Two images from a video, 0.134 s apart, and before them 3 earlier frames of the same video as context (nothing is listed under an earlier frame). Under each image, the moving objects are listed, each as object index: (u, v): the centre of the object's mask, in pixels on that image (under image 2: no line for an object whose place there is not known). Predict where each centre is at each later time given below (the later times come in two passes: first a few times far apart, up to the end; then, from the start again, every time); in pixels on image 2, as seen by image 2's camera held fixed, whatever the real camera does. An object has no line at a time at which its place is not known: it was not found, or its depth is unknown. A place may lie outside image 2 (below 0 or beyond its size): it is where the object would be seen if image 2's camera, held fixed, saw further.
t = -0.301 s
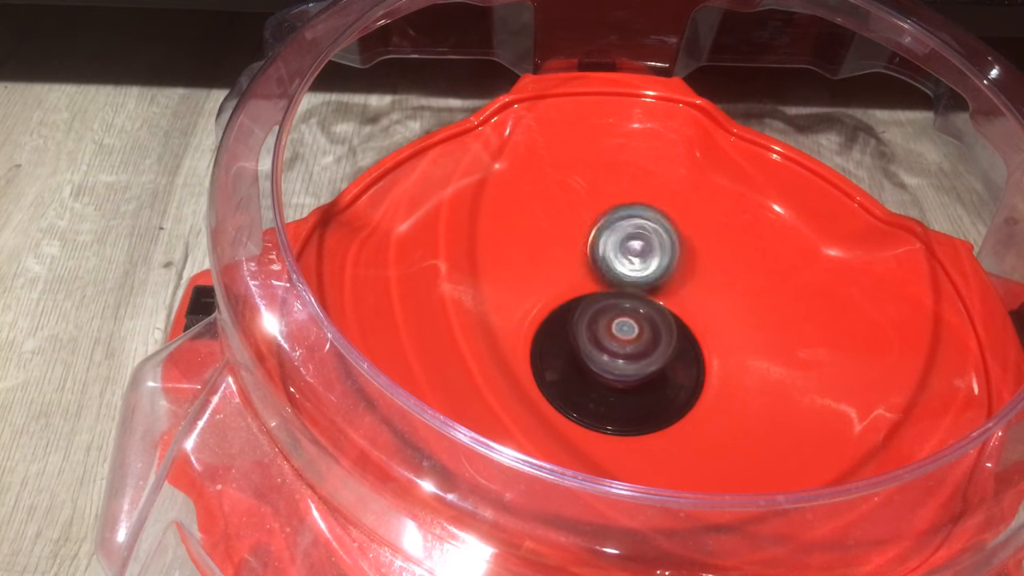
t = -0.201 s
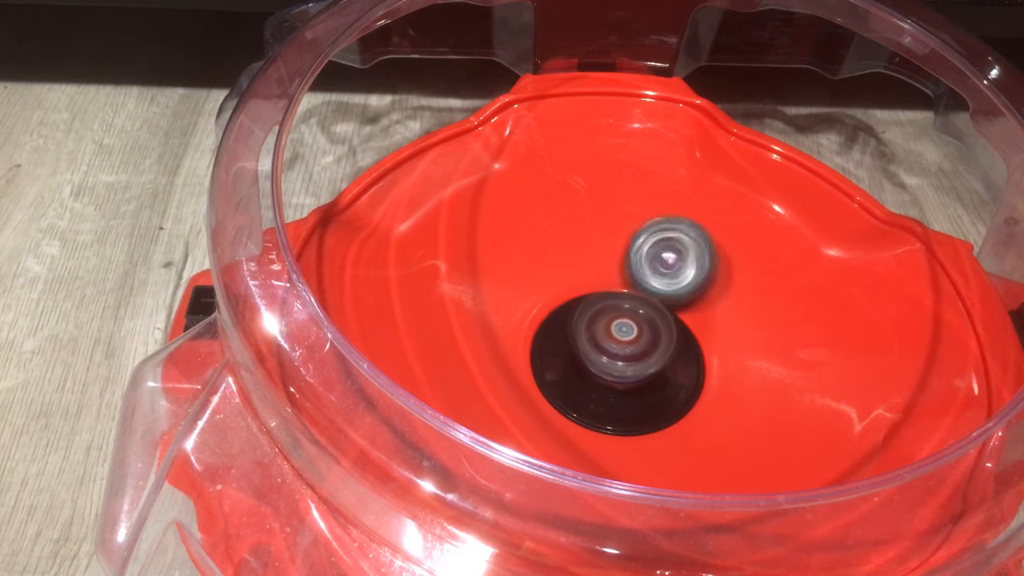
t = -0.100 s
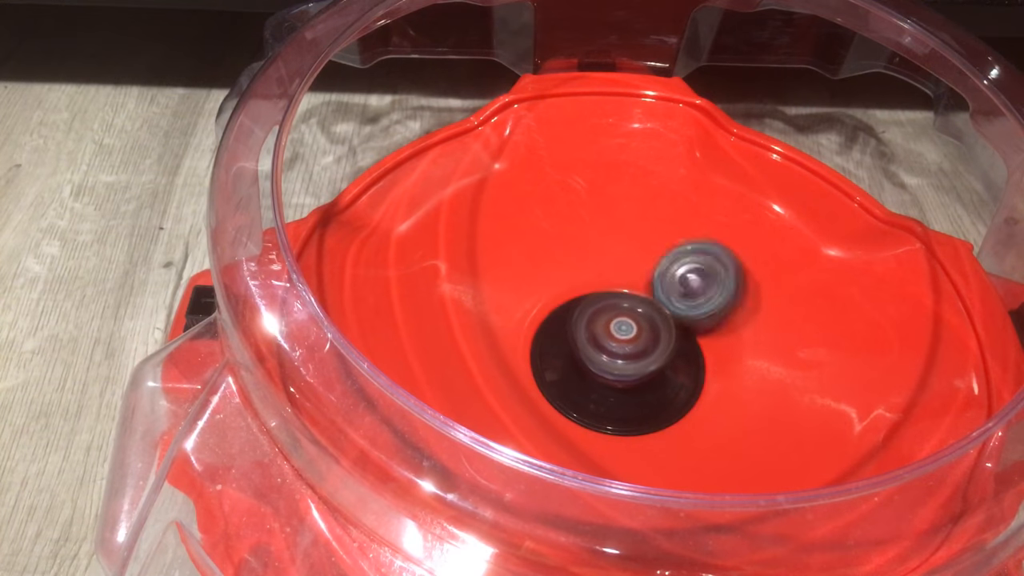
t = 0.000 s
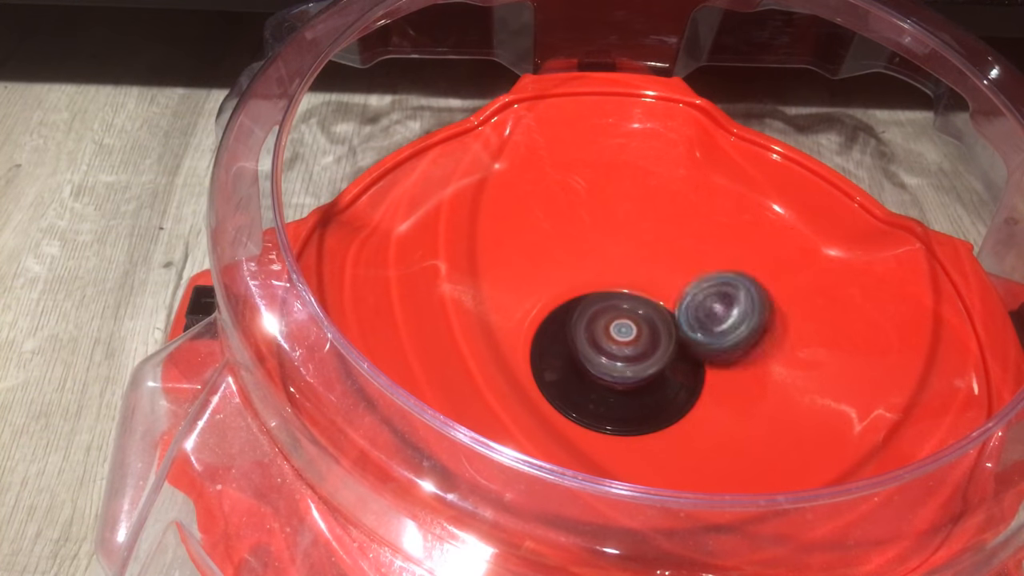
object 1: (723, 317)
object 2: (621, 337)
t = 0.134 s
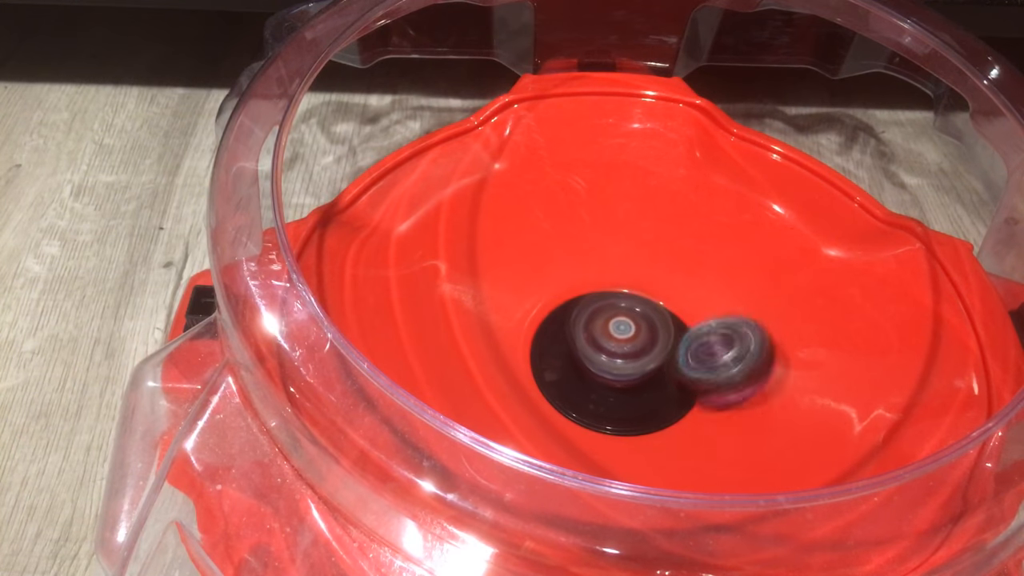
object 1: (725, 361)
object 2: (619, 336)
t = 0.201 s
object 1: (736, 392)
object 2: (619, 336)
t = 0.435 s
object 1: (669, 419)
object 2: (620, 336)
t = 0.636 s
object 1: (593, 429)
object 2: (633, 334)
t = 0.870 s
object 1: (458, 442)
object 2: (619, 335)
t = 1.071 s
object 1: (521, 388)
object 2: (621, 335)
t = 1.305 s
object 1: (521, 337)
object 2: (626, 336)
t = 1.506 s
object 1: (514, 322)
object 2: (625, 337)
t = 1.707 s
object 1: (521, 315)
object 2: (622, 335)
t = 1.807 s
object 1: (528, 316)
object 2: (623, 335)
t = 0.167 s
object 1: (732, 374)
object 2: (620, 335)
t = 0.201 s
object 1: (736, 392)
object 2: (619, 336)
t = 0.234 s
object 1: (736, 404)
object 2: (622, 337)
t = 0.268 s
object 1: (730, 414)
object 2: (620, 335)
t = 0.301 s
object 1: (721, 420)
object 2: (620, 337)
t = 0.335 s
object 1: (710, 423)
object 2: (620, 337)
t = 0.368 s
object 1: (699, 424)
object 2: (620, 336)
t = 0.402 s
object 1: (685, 422)
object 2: (620, 337)
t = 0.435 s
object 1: (669, 419)
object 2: (620, 336)
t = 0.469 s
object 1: (661, 423)
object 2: (623, 333)
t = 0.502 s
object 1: (648, 429)
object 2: (620, 334)
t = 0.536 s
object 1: (638, 431)
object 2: (621, 336)
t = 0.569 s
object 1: (623, 429)
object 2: (622, 335)
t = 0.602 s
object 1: (615, 425)
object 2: (622, 335)
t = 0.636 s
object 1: (593, 429)
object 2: (633, 334)
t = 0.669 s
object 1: (562, 434)
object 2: (632, 341)
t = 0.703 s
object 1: (530, 441)
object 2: (628, 334)
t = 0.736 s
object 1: (506, 445)
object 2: (628, 338)
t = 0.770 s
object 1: (478, 453)
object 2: (628, 334)
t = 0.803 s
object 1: (466, 448)
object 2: (623, 334)
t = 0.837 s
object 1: (458, 444)
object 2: (622, 335)
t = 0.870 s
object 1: (458, 442)
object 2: (619, 335)
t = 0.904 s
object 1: (465, 428)
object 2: (620, 337)
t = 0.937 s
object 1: (475, 420)
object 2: (622, 335)
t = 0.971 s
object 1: (489, 405)
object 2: (620, 336)
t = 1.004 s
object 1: (499, 403)
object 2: (622, 335)
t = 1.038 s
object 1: (509, 397)
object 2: (622, 336)
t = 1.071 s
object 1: (521, 388)
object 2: (621, 335)
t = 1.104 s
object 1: (530, 378)
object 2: (624, 336)
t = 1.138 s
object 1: (526, 370)
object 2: (627, 338)
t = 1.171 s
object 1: (525, 363)
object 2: (627, 336)
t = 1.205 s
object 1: (524, 355)
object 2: (624, 335)
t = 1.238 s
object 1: (522, 348)
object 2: (624, 336)
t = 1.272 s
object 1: (522, 343)
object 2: (626, 337)
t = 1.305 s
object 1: (521, 337)
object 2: (626, 336)
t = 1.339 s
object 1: (519, 332)
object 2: (625, 335)
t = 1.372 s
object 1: (518, 328)
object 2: (625, 336)
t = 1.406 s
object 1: (514, 323)
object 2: (625, 336)
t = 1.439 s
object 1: (513, 321)
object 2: (623, 335)
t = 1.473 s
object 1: (516, 322)
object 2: (624, 336)
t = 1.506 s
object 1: (514, 322)
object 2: (625, 337)
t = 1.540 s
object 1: (512, 319)
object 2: (625, 335)
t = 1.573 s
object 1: (515, 320)
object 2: (623, 335)
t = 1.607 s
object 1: (519, 322)
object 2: (626, 338)
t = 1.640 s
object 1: (521, 321)
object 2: (624, 337)
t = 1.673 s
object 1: (519, 316)
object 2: (624, 336)
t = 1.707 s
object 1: (521, 315)
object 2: (622, 335)
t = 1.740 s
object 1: (524, 316)
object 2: (622, 336)
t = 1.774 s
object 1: (525, 316)
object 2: (624, 335)
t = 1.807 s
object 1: (528, 316)
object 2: (623, 335)
